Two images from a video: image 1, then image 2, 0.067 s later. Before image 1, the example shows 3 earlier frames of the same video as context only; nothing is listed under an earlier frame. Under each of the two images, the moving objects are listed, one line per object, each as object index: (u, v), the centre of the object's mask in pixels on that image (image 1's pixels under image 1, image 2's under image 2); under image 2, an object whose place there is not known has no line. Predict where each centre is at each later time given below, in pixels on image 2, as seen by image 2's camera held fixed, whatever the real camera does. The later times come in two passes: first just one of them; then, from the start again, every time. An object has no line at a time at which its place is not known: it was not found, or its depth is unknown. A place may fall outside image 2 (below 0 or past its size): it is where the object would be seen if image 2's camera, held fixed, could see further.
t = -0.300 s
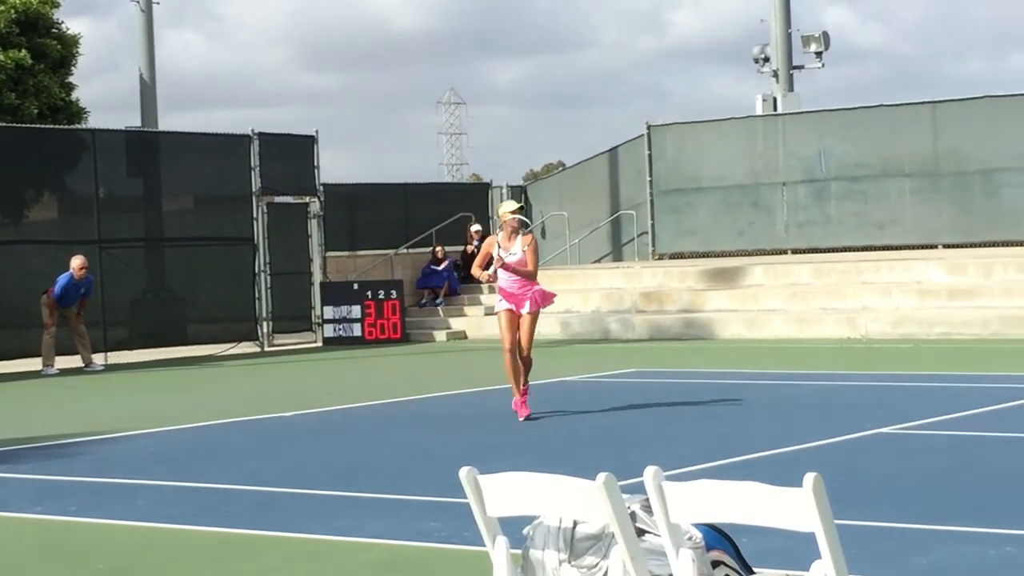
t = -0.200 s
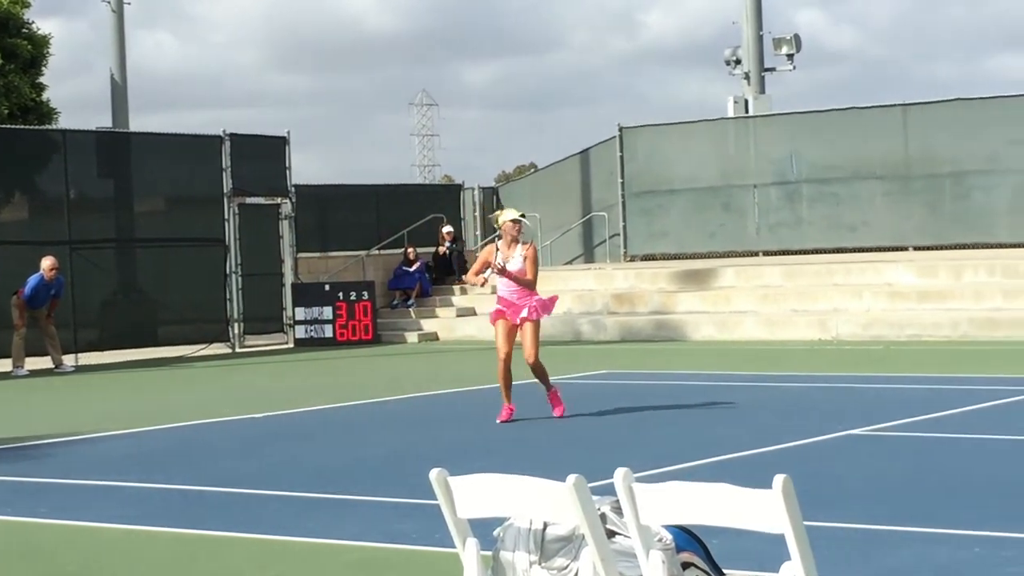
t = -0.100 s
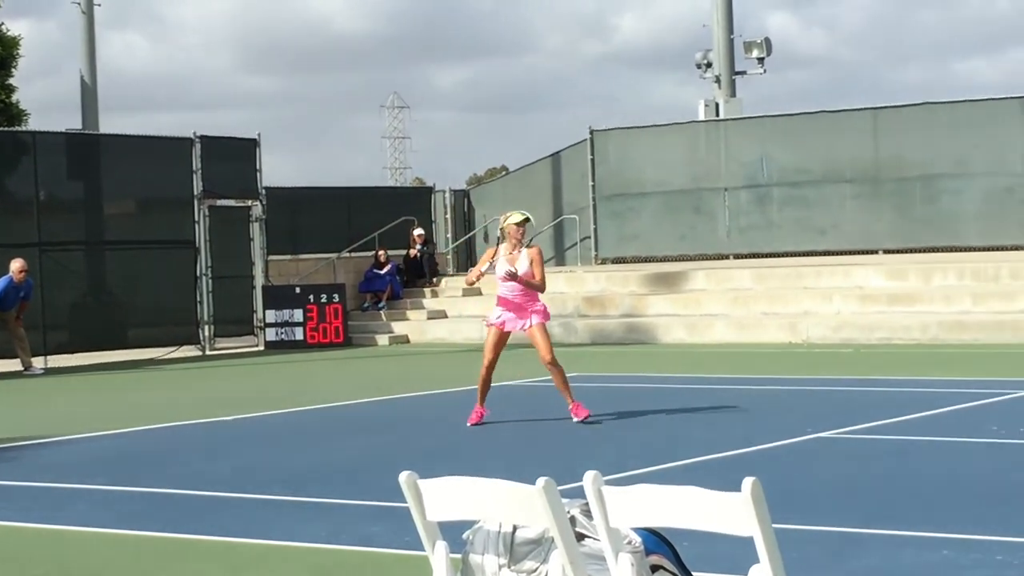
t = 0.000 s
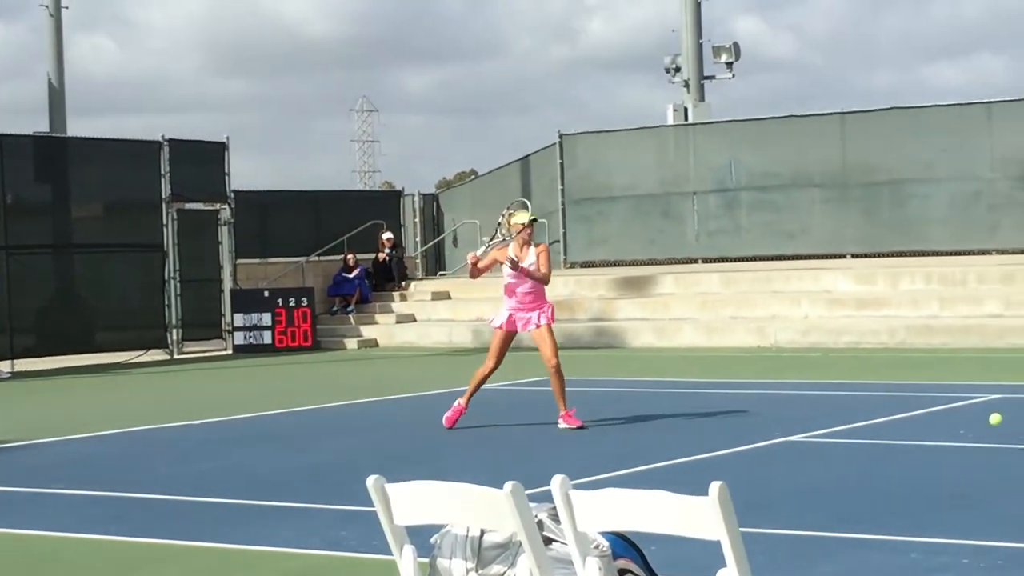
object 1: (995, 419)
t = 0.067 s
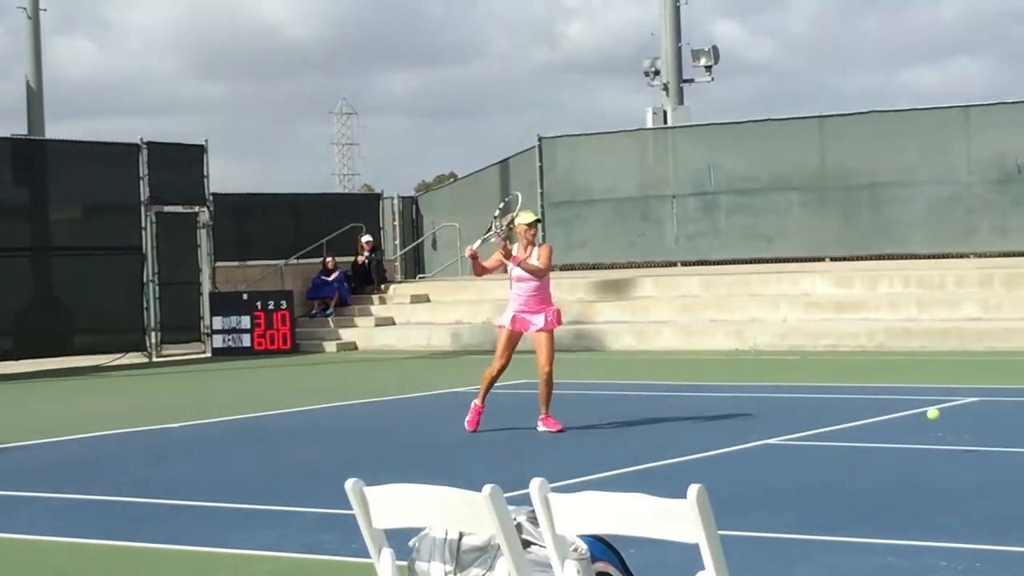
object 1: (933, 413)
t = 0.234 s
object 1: (884, 292)
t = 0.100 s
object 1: (923, 385)
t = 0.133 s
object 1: (913, 358)
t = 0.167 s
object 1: (903, 334)
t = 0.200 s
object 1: (893, 312)
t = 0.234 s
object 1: (884, 292)
